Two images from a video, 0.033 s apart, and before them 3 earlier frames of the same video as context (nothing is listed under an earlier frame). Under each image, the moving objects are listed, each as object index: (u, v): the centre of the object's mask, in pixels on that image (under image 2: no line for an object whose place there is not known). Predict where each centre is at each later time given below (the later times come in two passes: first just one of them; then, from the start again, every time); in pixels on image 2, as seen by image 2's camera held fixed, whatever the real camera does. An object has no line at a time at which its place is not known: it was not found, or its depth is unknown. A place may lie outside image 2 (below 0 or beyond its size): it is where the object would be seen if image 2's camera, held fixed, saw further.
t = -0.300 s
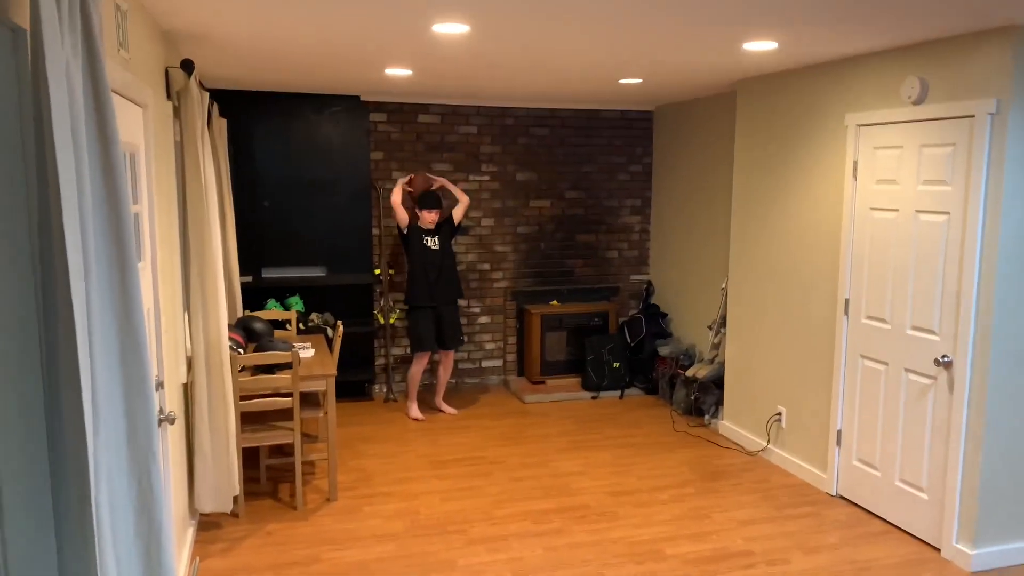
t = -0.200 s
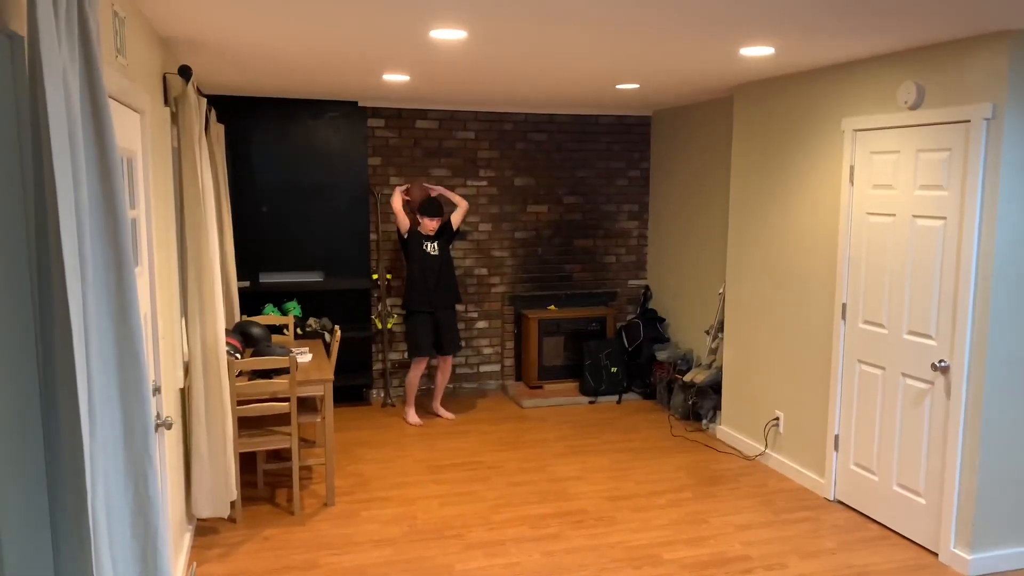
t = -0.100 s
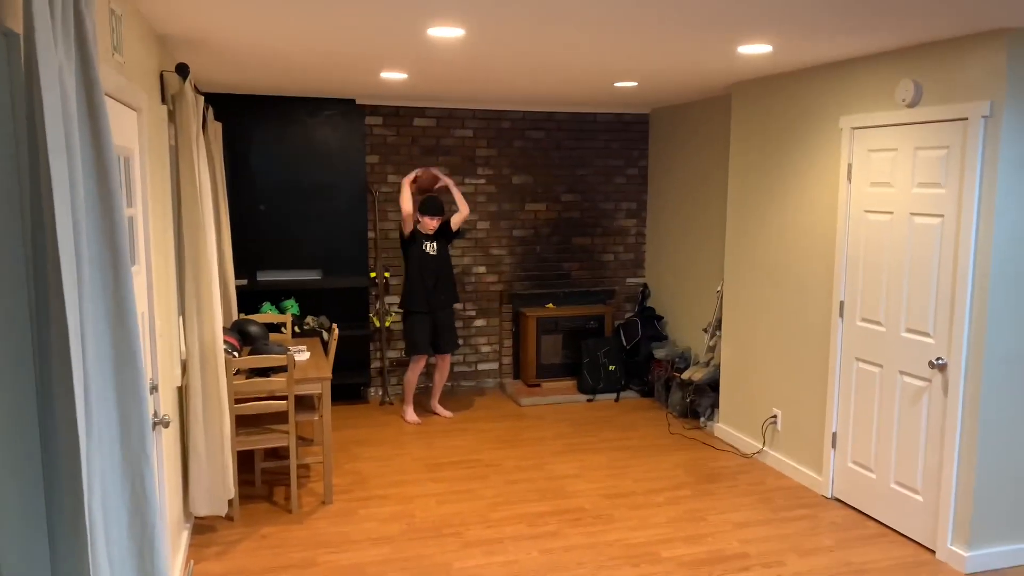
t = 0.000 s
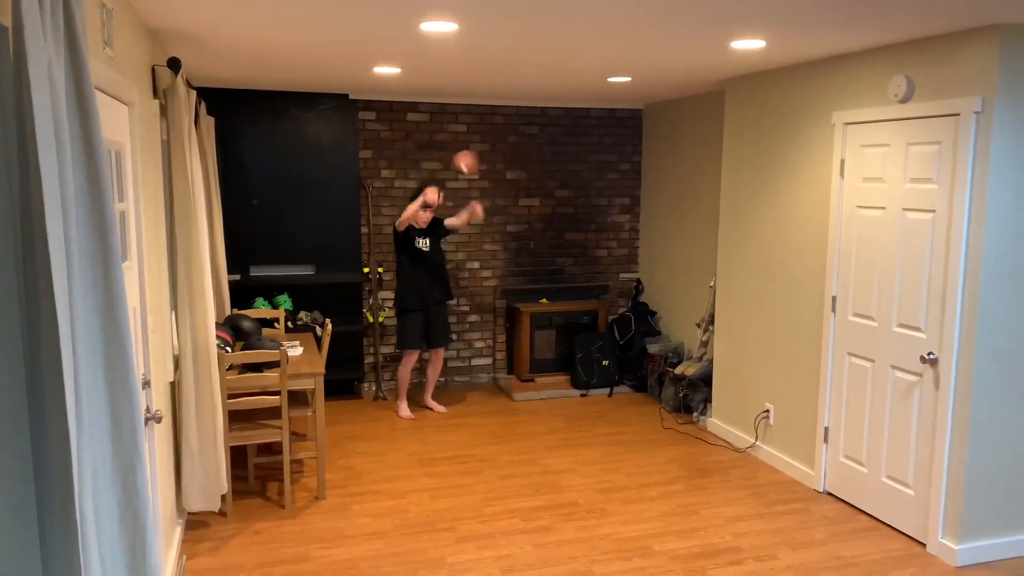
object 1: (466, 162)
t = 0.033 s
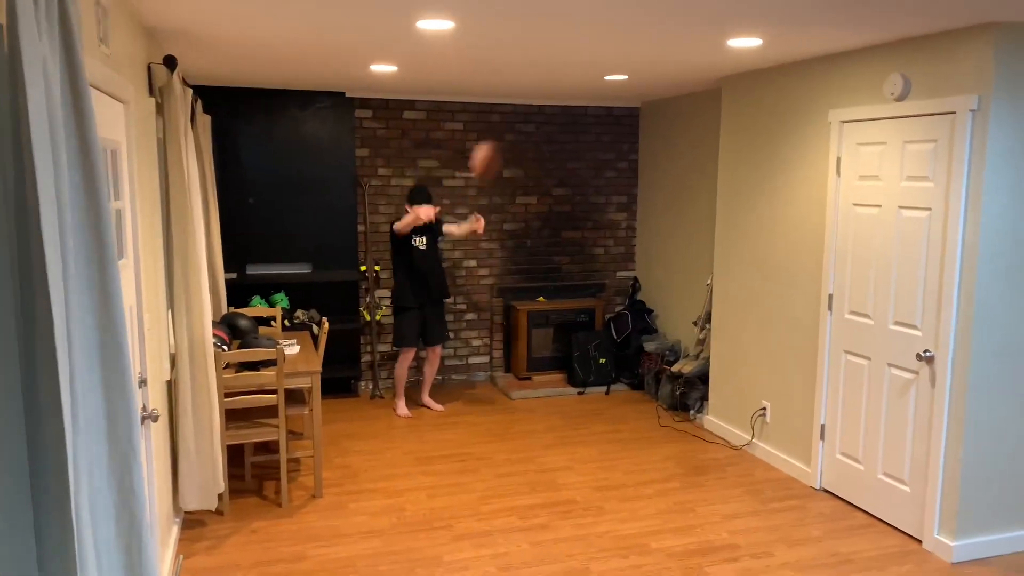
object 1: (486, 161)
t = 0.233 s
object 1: (670, 213)
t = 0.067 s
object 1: (510, 164)
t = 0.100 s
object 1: (537, 167)
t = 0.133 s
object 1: (565, 176)
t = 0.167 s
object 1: (597, 184)
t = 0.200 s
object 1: (631, 199)
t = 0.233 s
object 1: (670, 213)
